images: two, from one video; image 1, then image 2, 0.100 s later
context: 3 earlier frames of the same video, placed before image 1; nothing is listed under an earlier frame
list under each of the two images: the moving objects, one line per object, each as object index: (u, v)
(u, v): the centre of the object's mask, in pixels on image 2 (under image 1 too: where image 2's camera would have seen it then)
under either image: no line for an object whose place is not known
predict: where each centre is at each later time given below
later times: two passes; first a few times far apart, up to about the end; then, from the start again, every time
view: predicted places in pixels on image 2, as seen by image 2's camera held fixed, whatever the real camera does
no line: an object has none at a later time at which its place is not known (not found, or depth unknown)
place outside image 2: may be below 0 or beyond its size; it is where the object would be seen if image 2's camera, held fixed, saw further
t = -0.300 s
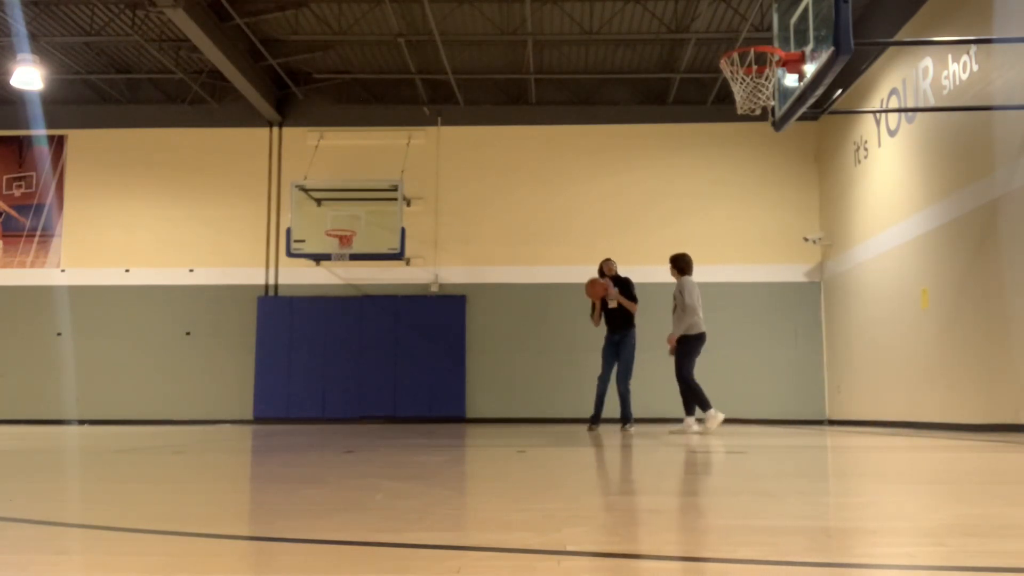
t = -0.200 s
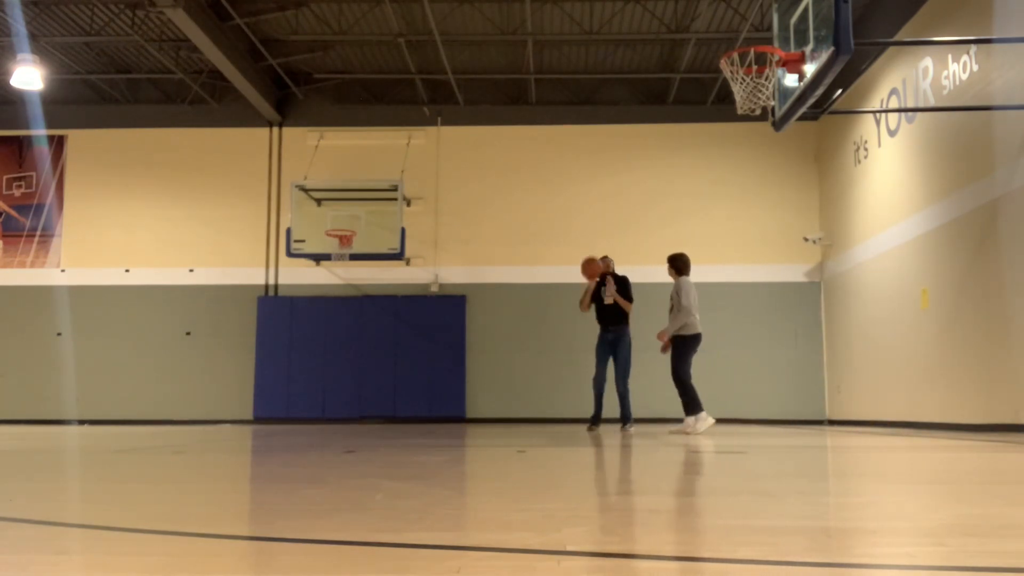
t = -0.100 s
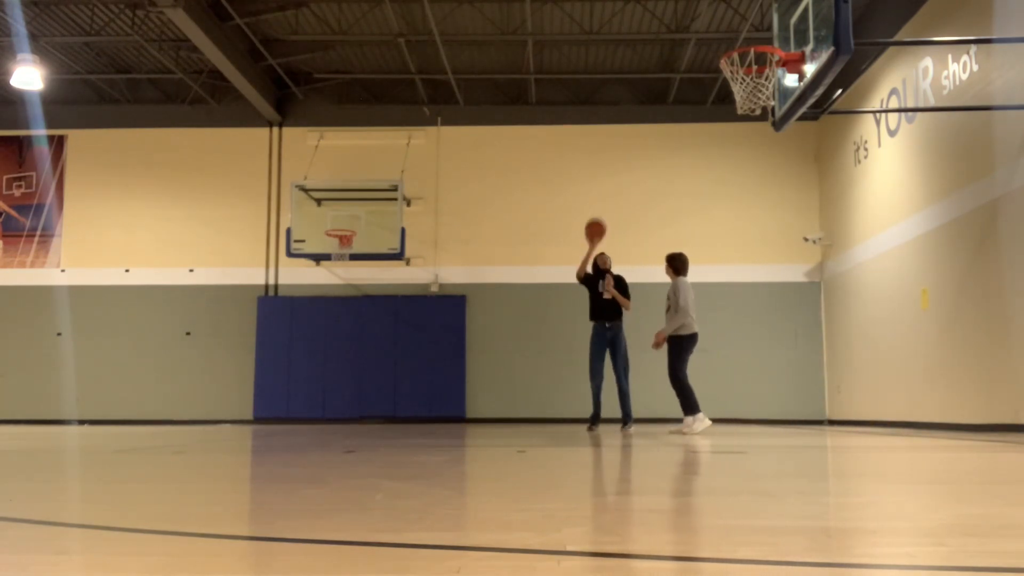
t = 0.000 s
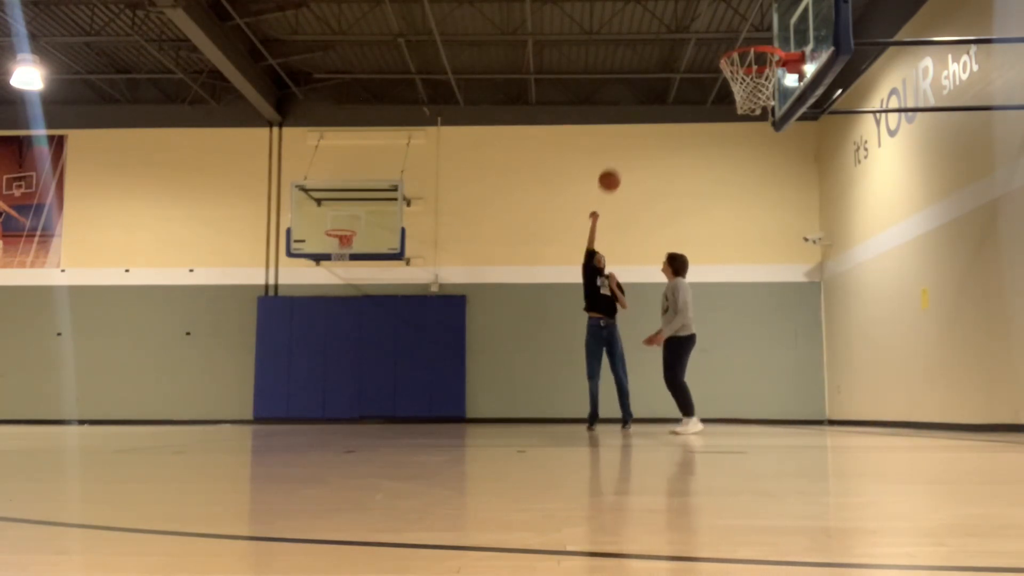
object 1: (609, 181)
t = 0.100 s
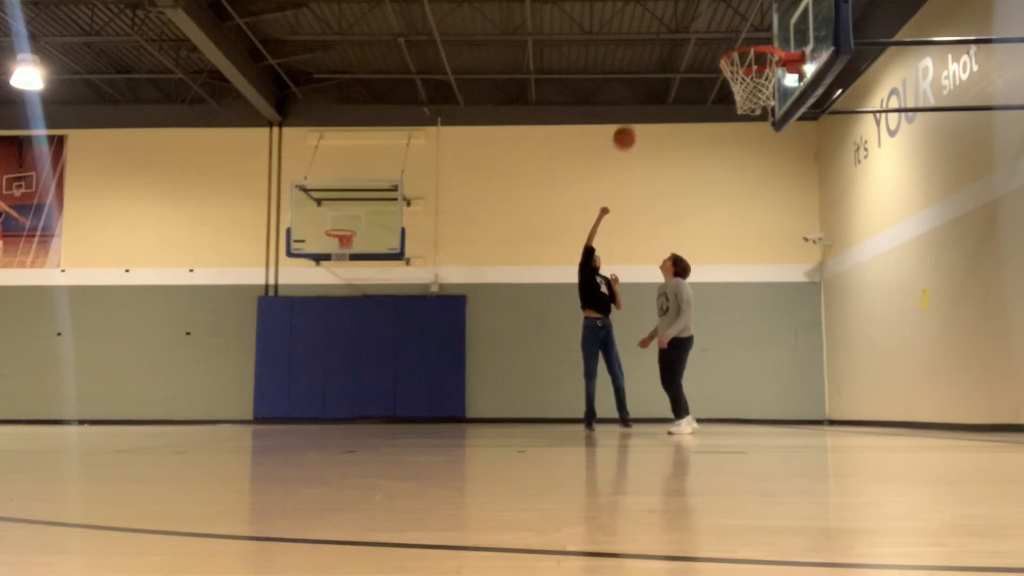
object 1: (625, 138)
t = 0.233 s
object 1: (647, 92)
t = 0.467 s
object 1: (690, 46)
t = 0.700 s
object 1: (743, 51)
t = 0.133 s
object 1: (630, 125)
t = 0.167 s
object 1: (635, 114)
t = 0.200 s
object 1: (641, 103)
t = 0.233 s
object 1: (647, 92)
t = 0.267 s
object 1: (652, 83)
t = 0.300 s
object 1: (659, 75)
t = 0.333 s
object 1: (665, 67)
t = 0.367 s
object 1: (671, 60)
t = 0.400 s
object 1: (677, 55)
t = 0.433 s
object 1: (684, 49)
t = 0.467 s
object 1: (690, 46)
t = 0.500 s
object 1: (697, 44)
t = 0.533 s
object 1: (704, 43)
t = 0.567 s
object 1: (712, 42)
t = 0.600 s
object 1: (720, 43)
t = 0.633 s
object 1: (727, 44)
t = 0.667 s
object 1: (735, 48)
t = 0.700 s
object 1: (743, 51)
